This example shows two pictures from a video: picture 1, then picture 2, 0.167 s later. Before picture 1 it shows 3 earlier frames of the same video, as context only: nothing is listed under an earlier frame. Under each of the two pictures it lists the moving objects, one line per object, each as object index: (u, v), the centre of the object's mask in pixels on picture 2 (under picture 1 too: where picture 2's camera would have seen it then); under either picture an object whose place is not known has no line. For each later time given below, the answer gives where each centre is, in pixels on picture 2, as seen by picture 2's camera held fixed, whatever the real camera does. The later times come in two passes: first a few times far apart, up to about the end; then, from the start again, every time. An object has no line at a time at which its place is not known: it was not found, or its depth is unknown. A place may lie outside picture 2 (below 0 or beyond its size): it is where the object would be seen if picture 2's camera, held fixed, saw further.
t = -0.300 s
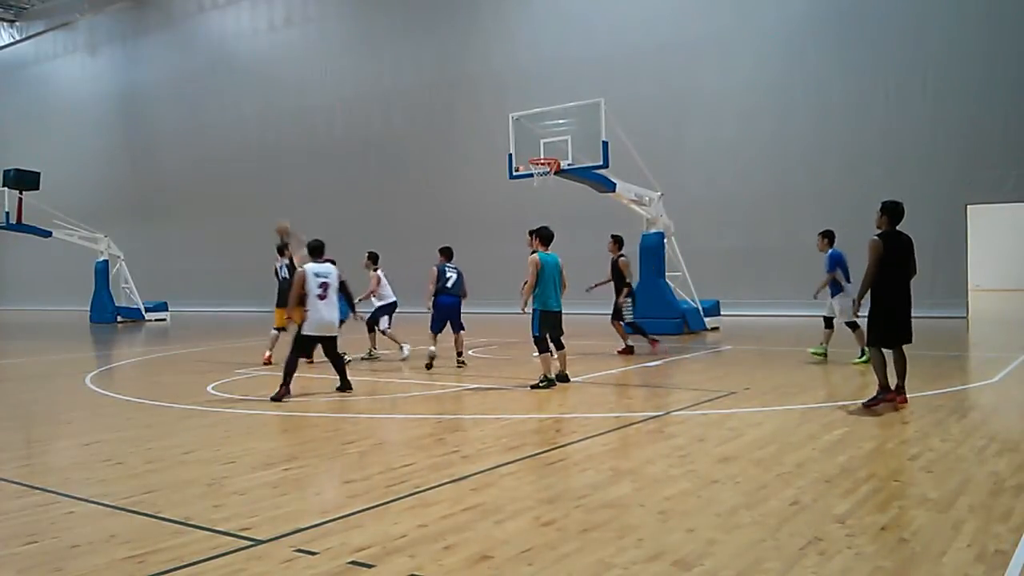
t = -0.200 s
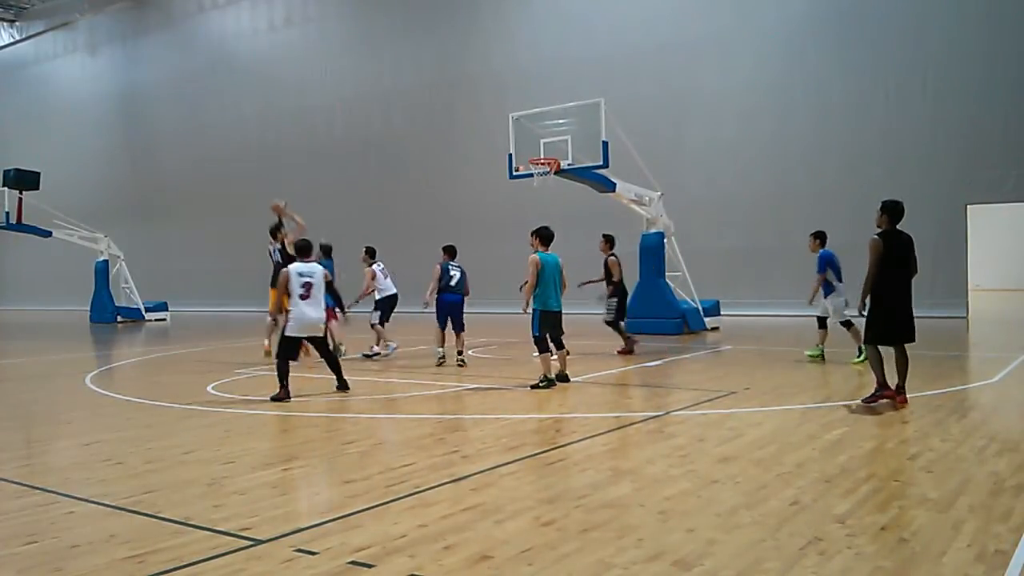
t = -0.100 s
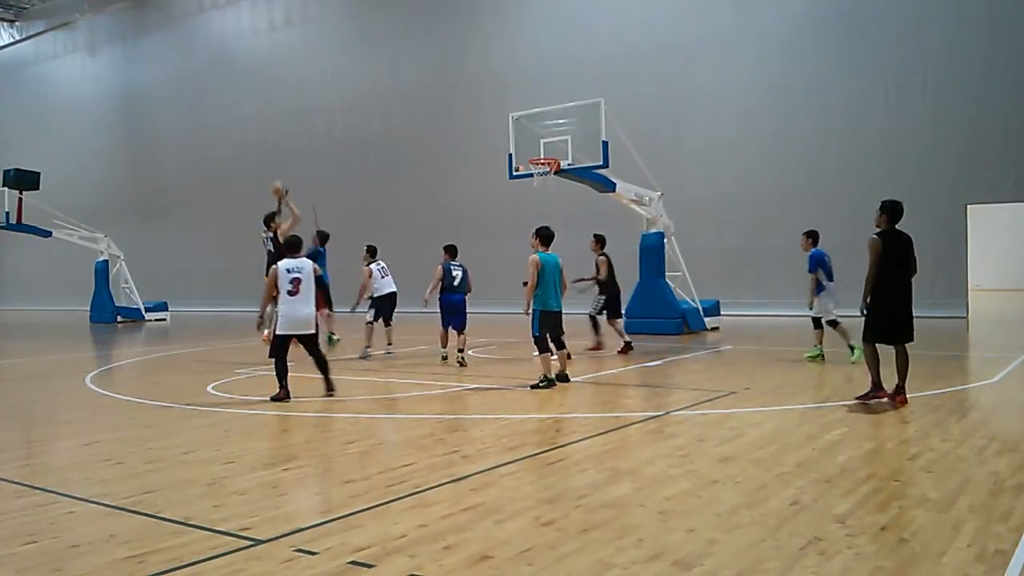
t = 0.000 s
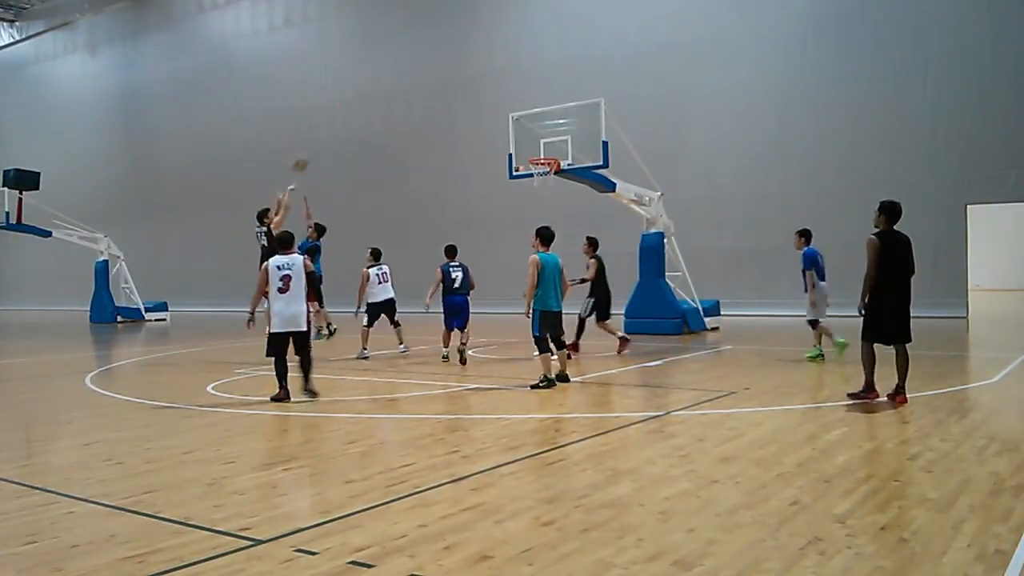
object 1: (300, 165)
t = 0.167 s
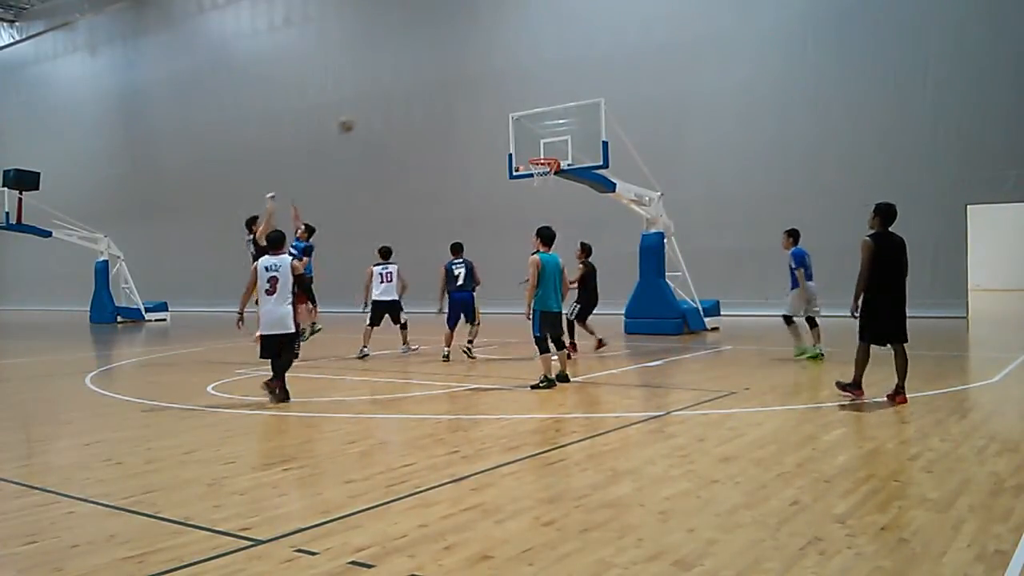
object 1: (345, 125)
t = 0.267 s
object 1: (374, 111)
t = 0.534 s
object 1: (444, 101)
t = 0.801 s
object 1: (513, 134)
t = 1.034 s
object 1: (546, 154)
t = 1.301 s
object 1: (523, 165)
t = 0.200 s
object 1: (355, 121)
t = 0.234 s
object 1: (365, 114)
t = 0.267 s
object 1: (374, 111)
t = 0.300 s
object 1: (383, 108)
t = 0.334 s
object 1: (393, 104)
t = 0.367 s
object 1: (400, 102)
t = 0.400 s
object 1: (409, 100)
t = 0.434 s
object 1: (418, 99)
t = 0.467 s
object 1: (426, 100)
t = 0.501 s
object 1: (435, 100)
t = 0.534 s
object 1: (444, 101)
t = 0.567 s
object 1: (453, 103)
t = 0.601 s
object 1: (462, 107)
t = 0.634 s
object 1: (470, 110)
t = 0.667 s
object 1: (479, 114)
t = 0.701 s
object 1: (488, 117)
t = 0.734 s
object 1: (496, 122)
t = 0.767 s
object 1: (504, 127)
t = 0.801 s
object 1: (513, 134)
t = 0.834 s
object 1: (521, 141)
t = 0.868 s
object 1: (529, 149)
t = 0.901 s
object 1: (537, 153)
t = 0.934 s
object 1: (541, 153)
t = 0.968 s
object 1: (546, 156)
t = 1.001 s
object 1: (549, 156)
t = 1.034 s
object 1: (546, 154)
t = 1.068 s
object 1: (543, 153)
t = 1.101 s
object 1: (541, 153)
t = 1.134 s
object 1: (539, 153)
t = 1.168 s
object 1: (536, 154)
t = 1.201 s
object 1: (534, 156)
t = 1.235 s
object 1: (532, 156)
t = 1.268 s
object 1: (526, 161)
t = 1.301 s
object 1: (523, 165)
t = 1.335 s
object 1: (522, 168)
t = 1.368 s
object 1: (521, 170)
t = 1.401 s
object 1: (515, 173)
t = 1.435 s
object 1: (512, 177)
